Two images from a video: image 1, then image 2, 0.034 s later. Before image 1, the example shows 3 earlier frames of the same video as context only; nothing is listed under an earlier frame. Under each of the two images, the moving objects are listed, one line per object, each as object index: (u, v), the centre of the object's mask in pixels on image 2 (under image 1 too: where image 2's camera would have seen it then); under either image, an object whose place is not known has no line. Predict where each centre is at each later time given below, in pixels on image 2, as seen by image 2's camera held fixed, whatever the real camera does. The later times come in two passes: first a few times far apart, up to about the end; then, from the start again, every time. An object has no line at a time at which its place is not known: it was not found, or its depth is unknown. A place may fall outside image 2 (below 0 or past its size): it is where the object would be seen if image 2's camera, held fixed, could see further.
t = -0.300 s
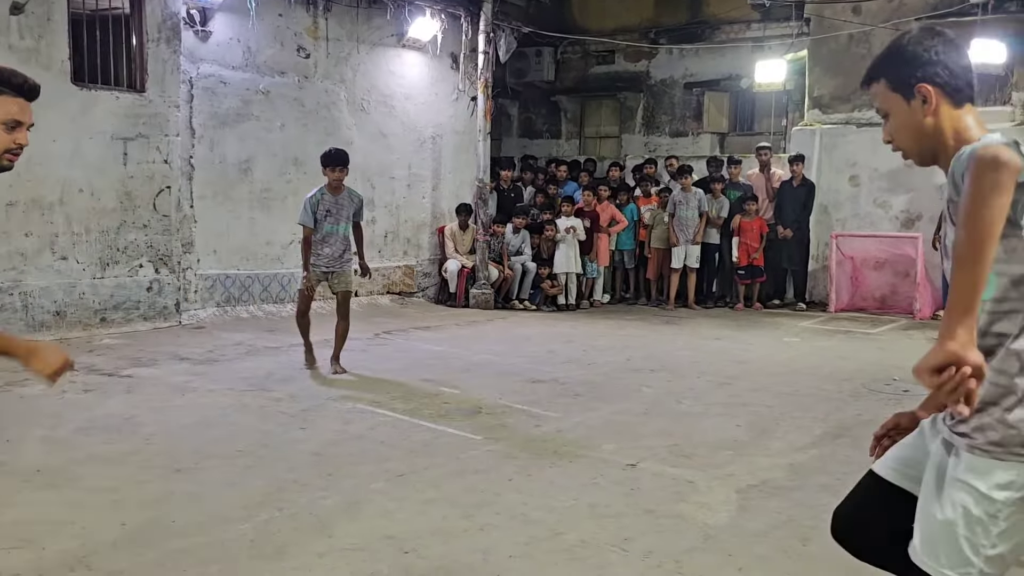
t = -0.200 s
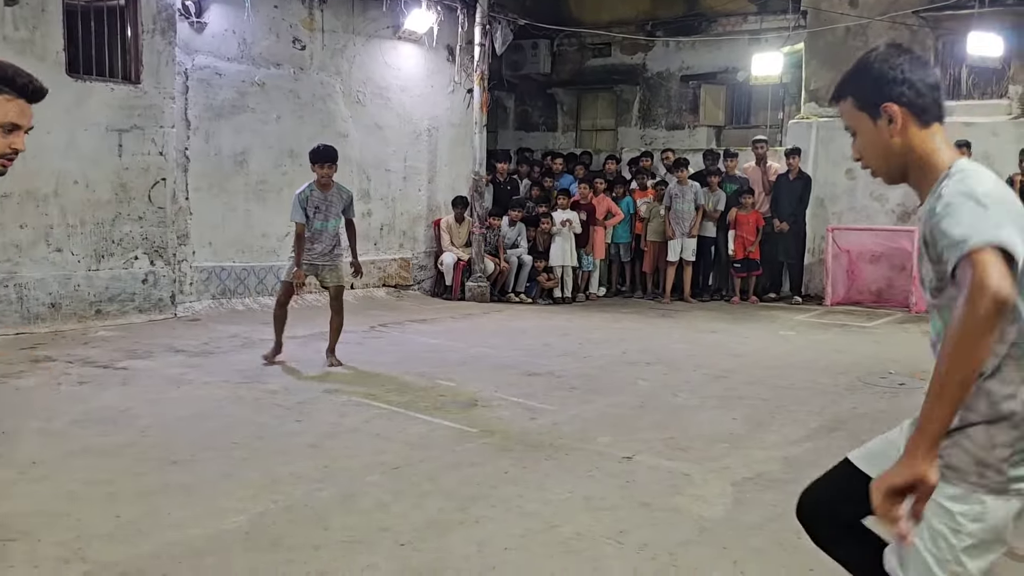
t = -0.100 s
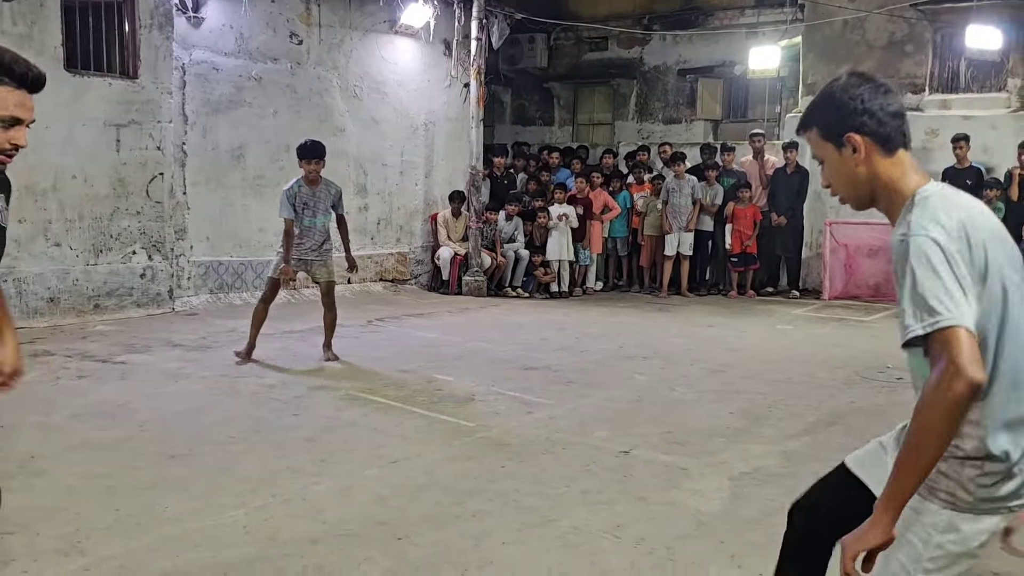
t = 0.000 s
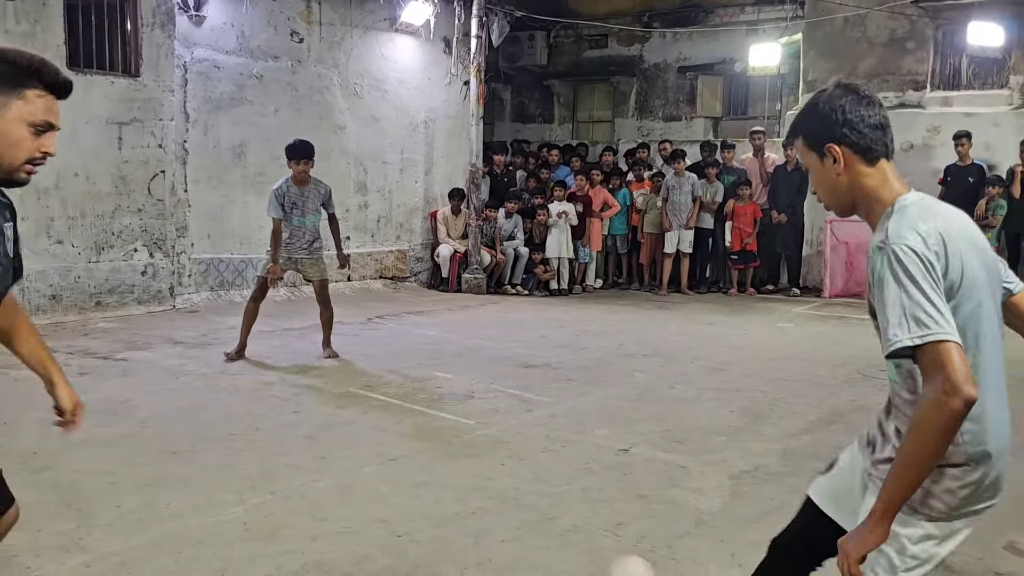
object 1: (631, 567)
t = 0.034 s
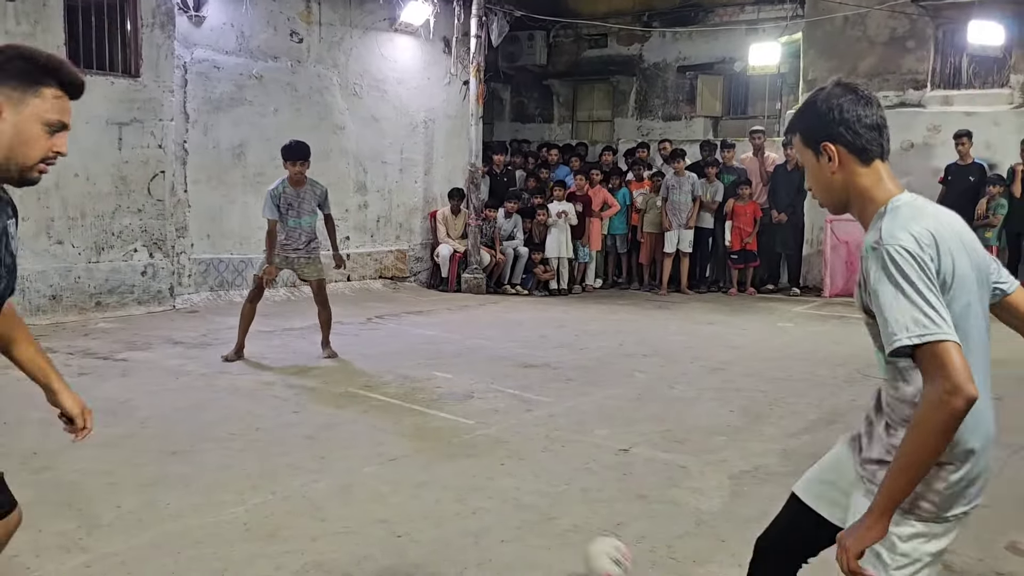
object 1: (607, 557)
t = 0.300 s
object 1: (477, 465)
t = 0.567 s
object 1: (404, 400)
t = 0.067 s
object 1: (586, 548)
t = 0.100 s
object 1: (564, 535)
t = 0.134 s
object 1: (548, 515)
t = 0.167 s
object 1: (532, 497)
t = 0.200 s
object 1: (515, 483)
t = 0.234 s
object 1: (502, 475)
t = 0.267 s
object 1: (490, 468)
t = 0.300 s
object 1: (477, 465)
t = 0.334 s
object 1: (465, 450)
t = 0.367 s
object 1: (454, 437)
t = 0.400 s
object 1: (445, 428)
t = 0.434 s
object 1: (436, 421)
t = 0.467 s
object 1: (427, 417)
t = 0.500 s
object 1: (419, 416)
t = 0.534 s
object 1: (411, 409)
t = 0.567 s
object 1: (404, 400)
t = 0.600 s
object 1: (396, 393)
